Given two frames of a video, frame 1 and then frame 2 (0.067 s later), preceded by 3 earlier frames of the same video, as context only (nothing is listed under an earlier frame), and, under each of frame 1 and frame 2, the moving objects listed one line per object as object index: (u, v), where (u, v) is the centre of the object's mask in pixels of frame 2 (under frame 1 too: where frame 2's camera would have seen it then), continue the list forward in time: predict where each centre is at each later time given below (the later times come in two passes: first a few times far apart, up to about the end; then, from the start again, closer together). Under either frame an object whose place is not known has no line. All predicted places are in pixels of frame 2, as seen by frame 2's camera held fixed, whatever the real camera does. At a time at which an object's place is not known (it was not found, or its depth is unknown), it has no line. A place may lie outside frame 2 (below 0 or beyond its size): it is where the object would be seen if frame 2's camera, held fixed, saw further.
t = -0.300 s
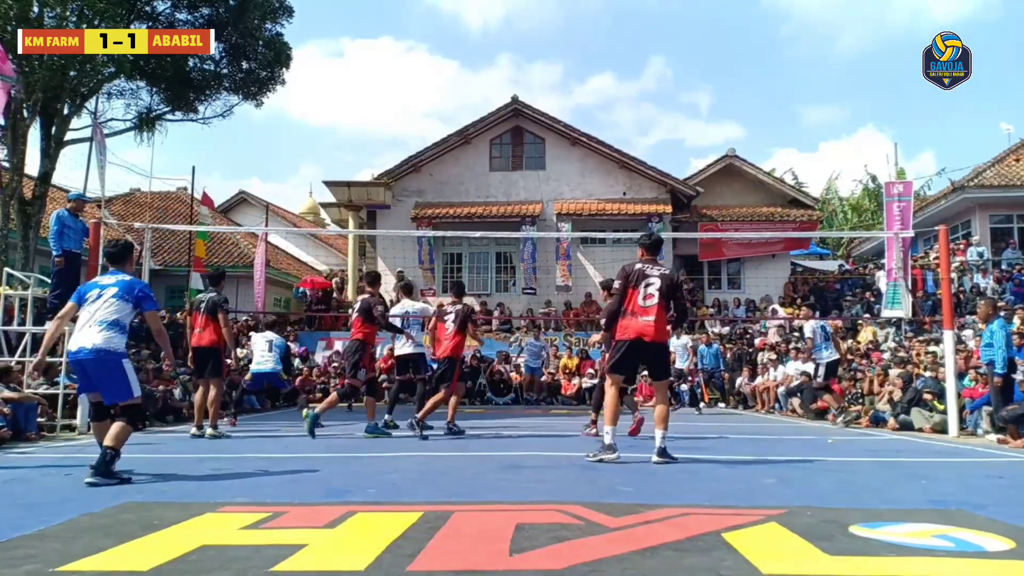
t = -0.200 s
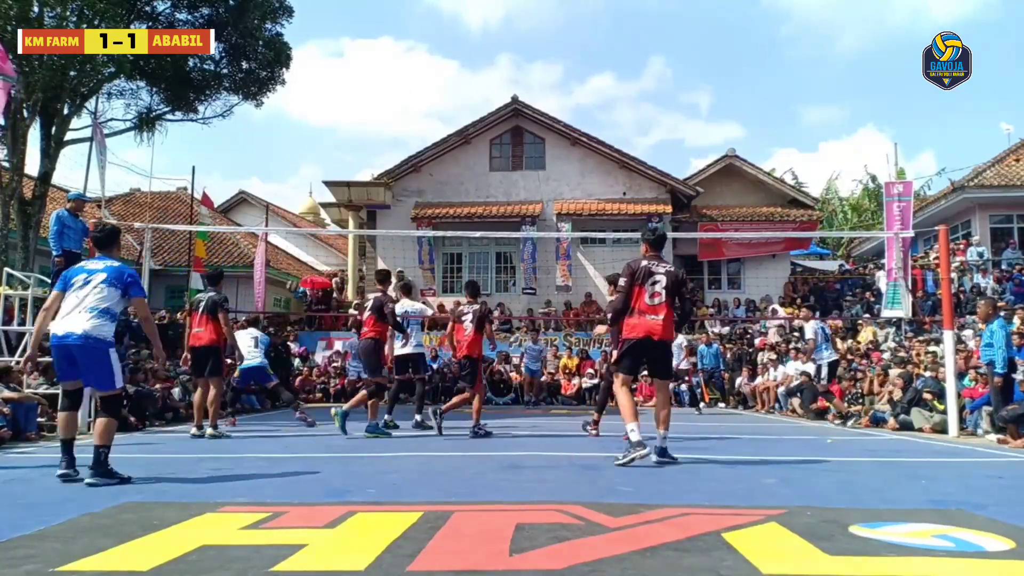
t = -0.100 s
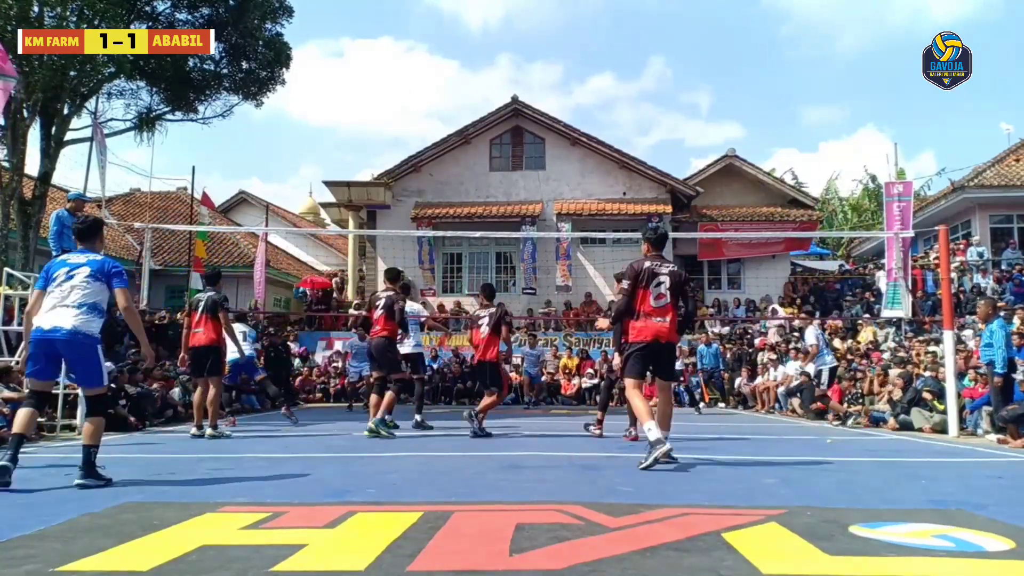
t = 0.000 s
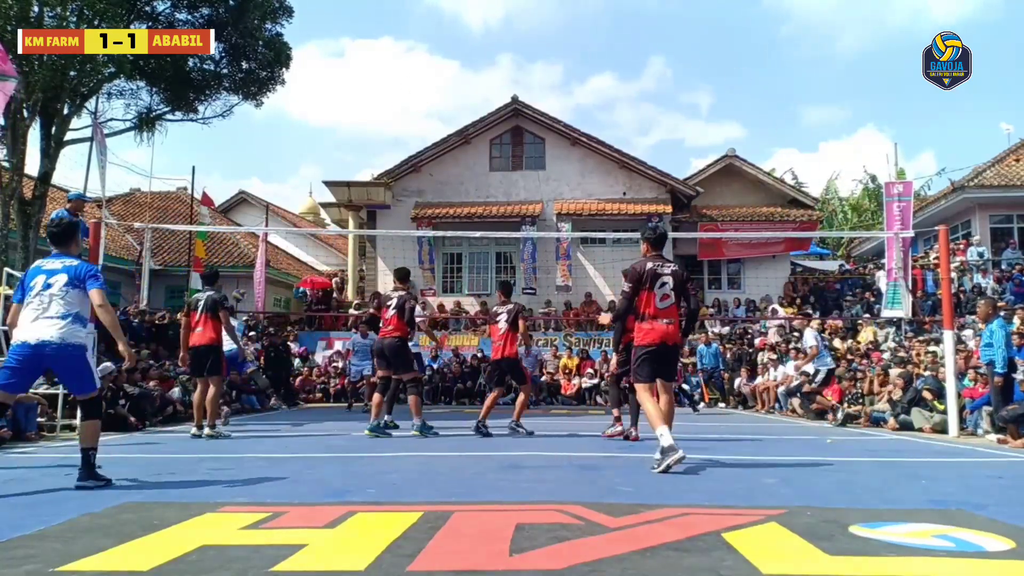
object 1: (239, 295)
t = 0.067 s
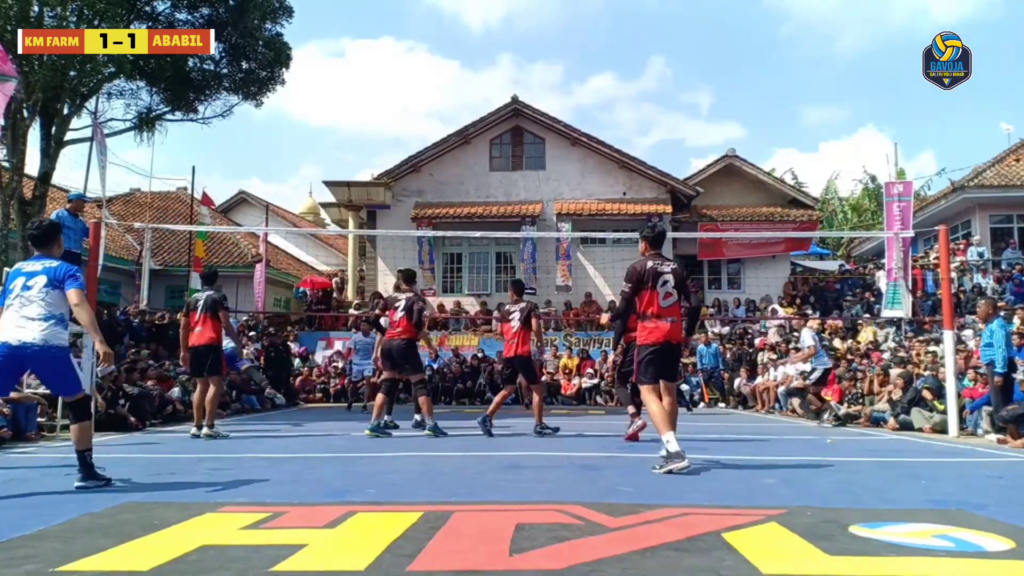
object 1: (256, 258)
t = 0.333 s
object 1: (318, 134)
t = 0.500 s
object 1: (355, 82)
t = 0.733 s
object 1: (405, 40)
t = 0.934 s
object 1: (446, 31)
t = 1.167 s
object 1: (494, 51)
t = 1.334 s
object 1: (527, 86)
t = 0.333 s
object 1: (318, 134)
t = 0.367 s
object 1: (326, 122)
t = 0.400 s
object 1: (333, 112)
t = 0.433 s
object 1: (340, 101)
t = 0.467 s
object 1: (348, 91)
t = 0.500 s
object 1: (355, 82)
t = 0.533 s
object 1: (362, 74)
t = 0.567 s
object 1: (369, 67)
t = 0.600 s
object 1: (377, 60)
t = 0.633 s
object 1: (383, 54)
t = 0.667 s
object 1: (391, 48)
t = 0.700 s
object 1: (398, 44)
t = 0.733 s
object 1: (405, 40)
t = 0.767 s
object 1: (412, 37)
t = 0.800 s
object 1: (419, 35)
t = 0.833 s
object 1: (426, 32)
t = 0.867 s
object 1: (433, 31)
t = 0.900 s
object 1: (439, 30)
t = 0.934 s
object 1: (446, 31)
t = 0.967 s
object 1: (453, 32)
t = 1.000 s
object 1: (460, 33)
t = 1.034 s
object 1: (467, 36)
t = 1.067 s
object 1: (474, 38)
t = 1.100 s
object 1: (480, 41)
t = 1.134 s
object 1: (488, 46)
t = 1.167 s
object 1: (494, 51)
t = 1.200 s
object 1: (501, 57)
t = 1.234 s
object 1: (507, 63)
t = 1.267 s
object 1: (514, 71)
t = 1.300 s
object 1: (521, 78)
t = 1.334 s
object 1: (527, 86)
